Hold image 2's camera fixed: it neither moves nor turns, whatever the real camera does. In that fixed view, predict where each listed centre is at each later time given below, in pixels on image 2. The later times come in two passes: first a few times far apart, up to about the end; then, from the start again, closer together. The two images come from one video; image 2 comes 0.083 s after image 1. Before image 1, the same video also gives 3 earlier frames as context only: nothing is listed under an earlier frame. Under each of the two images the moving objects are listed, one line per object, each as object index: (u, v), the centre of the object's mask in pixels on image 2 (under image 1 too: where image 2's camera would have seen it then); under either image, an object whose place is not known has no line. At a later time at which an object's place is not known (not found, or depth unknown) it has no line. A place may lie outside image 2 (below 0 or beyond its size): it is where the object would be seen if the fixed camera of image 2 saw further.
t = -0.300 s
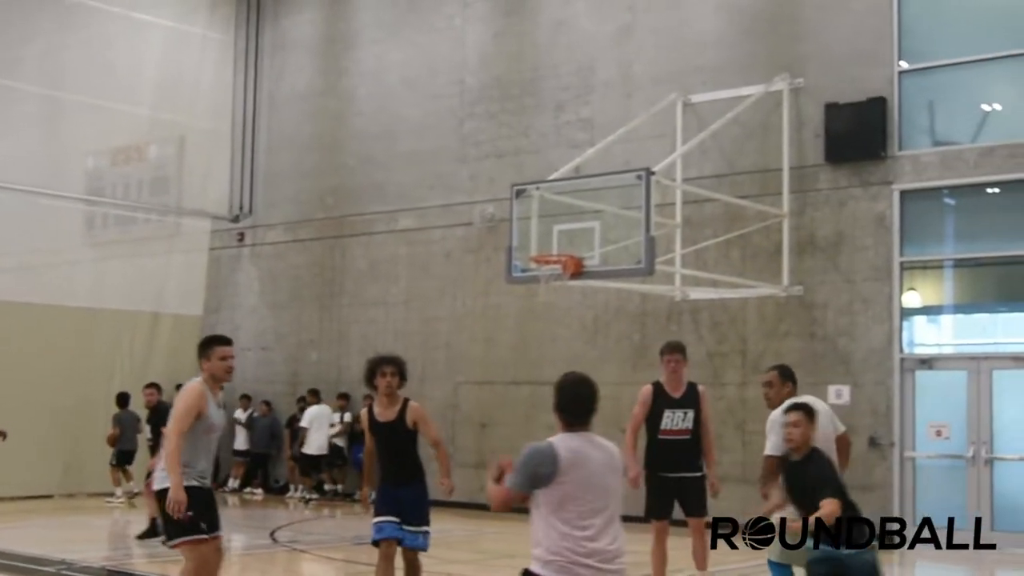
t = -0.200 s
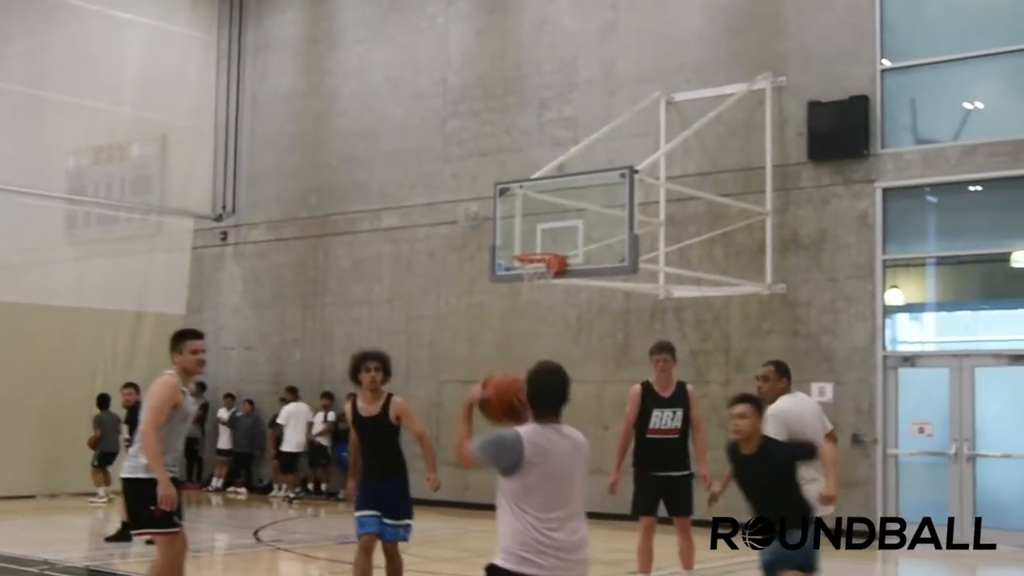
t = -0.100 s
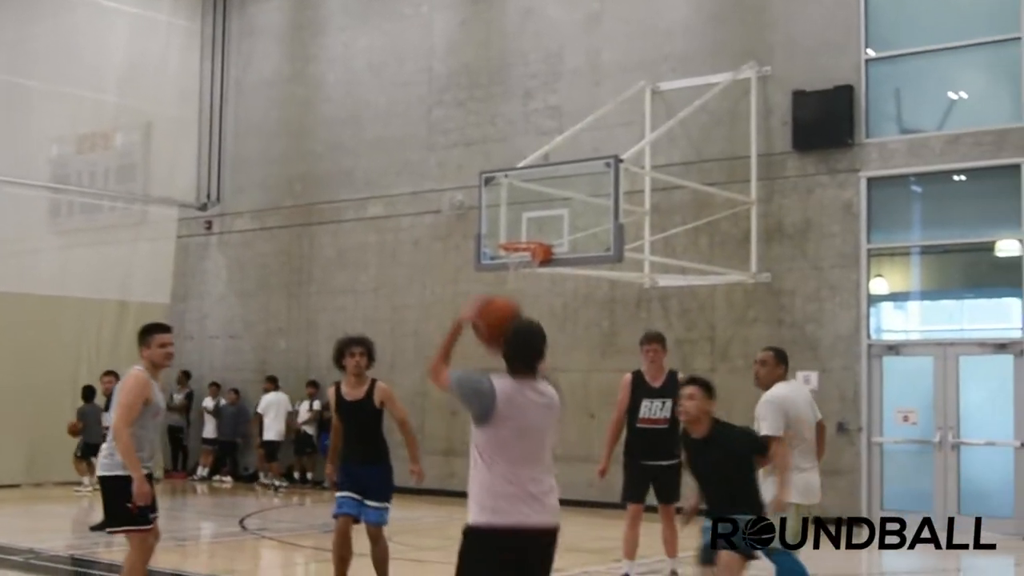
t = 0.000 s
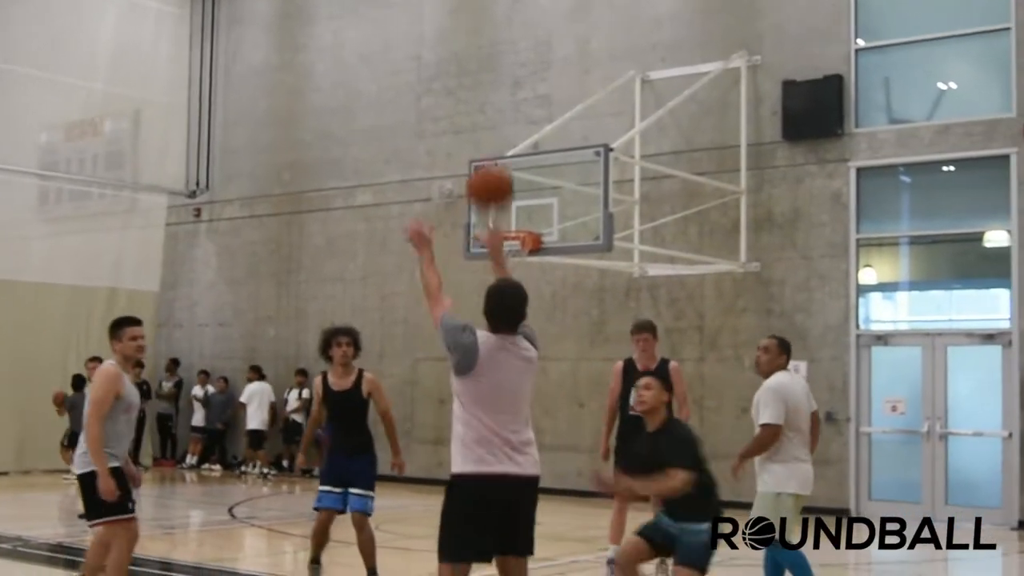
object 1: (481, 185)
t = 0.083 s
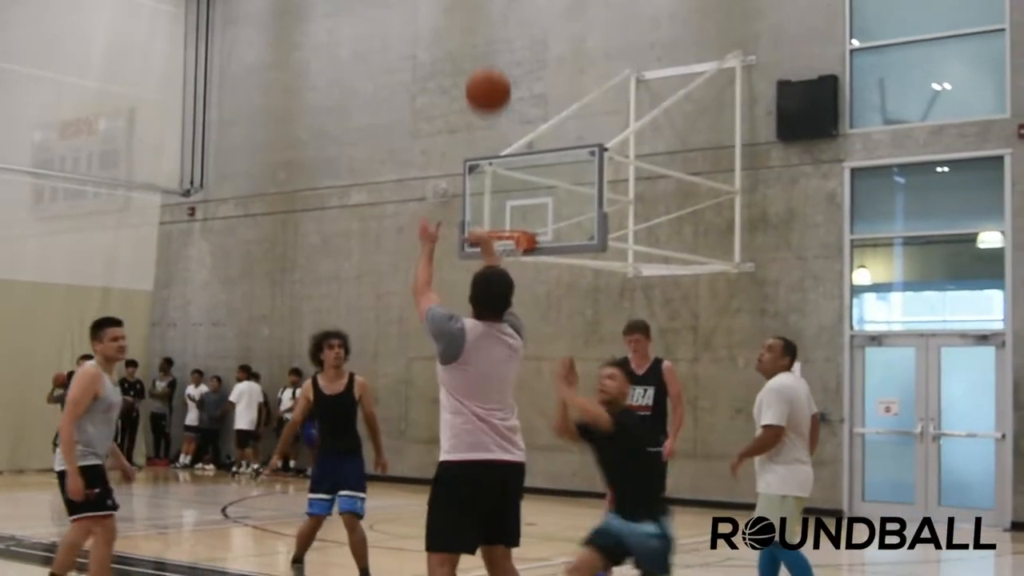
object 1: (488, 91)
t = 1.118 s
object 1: (499, 61)
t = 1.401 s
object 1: (496, 222)
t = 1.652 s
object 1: (544, 284)
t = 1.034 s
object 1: (500, 23)
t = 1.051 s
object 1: (499, 29)
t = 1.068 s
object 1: (499, 37)
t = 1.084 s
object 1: (499, 45)
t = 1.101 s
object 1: (499, 53)
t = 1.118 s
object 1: (499, 61)
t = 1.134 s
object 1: (499, 69)
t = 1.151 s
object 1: (499, 78)
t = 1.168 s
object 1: (499, 86)
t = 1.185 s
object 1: (499, 95)
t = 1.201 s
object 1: (498, 104)
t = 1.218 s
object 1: (498, 113)
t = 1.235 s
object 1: (498, 122)
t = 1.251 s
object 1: (497, 131)
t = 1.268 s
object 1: (497, 141)
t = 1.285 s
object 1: (497, 150)
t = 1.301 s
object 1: (496, 160)
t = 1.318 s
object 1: (497, 170)
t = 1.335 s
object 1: (497, 181)
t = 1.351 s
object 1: (496, 191)
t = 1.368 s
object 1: (496, 201)
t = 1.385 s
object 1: (496, 212)
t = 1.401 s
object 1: (496, 222)
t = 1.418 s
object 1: (496, 233)
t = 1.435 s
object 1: (498, 239)
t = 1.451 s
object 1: (505, 245)
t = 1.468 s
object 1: (511, 249)
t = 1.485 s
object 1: (518, 257)
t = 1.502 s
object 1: (521, 258)
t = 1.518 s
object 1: (523, 260)
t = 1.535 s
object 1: (525, 259)
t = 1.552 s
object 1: (528, 263)
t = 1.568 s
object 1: (531, 267)
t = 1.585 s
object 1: (534, 270)
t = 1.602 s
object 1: (536, 273)
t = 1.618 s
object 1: (539, 277)
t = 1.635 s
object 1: (542, 281)
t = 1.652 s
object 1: (544, 284)
